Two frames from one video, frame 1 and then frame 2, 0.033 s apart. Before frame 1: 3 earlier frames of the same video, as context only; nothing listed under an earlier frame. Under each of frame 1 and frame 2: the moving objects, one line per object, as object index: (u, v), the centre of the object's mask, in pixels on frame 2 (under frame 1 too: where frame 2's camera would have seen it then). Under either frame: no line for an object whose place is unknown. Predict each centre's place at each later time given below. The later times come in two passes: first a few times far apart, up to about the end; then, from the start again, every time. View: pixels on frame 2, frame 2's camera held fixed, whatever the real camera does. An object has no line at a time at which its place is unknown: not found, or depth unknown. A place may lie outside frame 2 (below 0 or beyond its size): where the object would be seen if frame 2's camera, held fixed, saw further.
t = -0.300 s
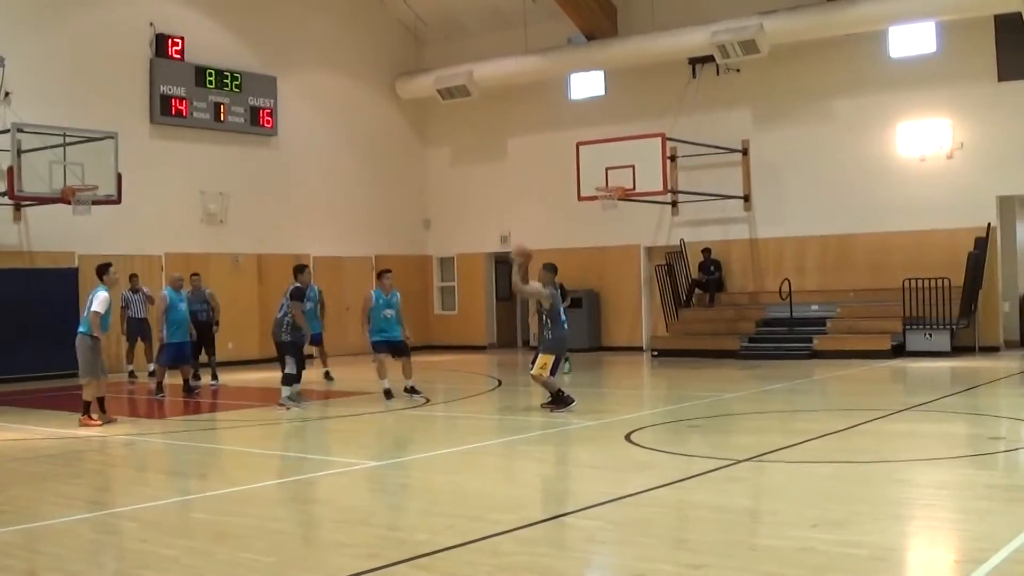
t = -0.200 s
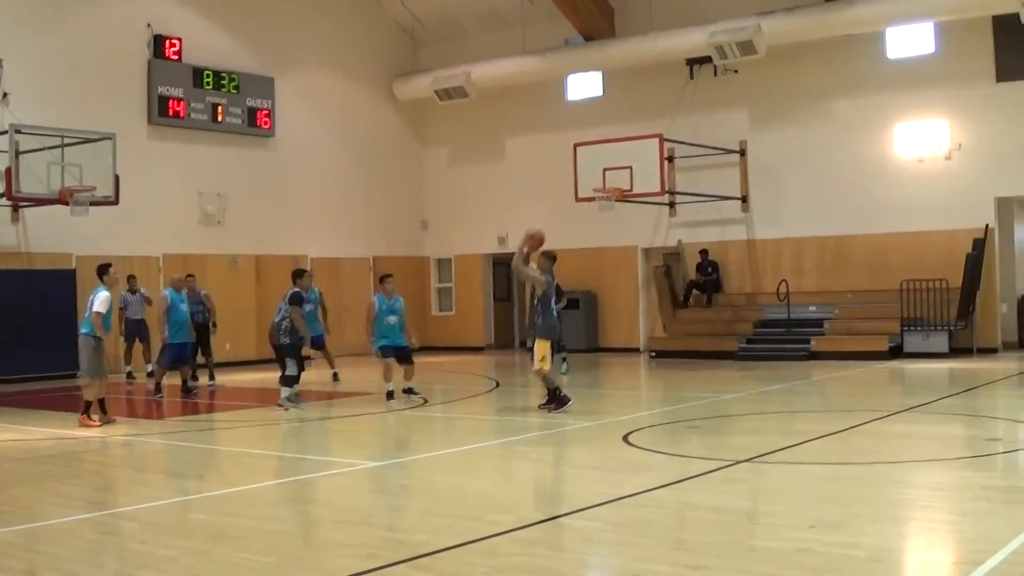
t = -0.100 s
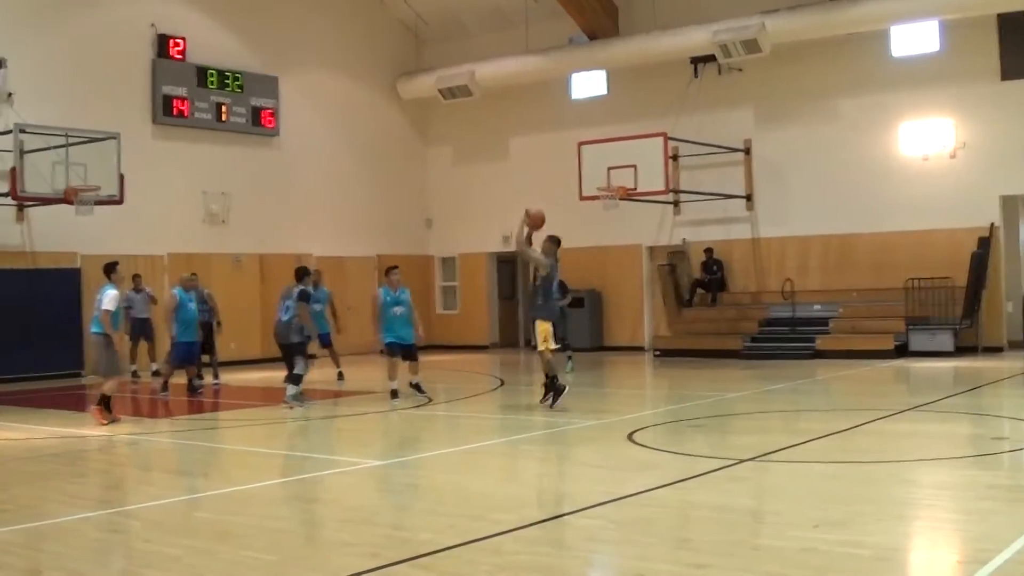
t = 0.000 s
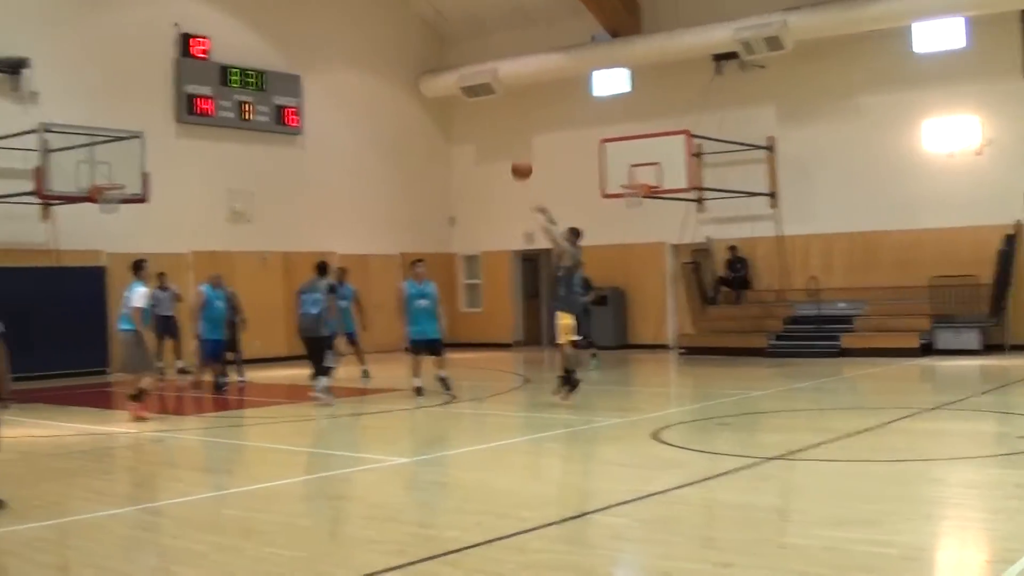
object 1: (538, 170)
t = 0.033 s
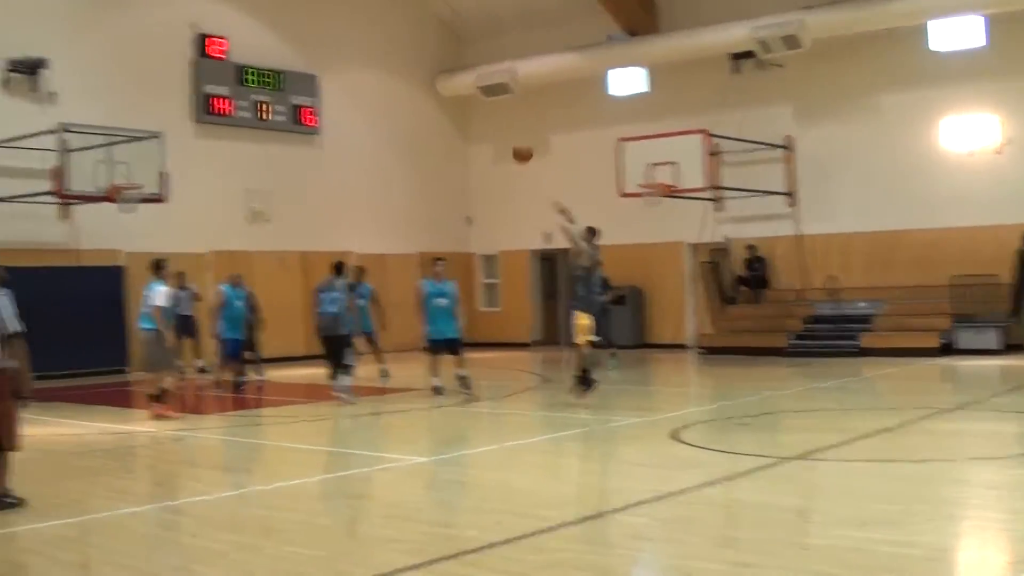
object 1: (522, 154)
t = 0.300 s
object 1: (409, 67)
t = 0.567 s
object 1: (311, 45)
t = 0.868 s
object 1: (217, 81)
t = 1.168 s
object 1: (137, 173)
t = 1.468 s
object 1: (117, 127)
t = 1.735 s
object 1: (123, 123)
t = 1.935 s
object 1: (127, 153)
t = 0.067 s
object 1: (507, 140)
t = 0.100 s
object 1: (493, 127)
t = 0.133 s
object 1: (480, 114)
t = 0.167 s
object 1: (464, 103)
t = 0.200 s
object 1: (450, 92)
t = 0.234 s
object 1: (435, 83)
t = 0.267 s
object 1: (422, 75)
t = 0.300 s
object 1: (409, 67)
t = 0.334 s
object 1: (395, 61)
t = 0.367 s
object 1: (383, 56)
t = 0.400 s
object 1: (371, 52)
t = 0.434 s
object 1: (358, 49)
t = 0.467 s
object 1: (346, 46)
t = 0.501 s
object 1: (335, 45)
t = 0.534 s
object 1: (323, 45)
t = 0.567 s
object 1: (311, 45)
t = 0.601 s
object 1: (300, 46)
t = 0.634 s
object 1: (289, 48)
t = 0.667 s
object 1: (278, 51)
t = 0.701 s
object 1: (267, 54)
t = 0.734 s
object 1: (257, 58)
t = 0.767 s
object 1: (246, 62)
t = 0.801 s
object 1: (237, 69)
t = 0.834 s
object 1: (227, 74)
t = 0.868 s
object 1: (217, 81)
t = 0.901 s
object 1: (208, 89)
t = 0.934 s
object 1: (198, 98)
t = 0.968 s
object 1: (188, 108)
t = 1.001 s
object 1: (181, 117)
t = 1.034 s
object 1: (172, 127)
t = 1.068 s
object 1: (163, 138)
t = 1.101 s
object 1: (154, 149)
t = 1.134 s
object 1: (146, 161)
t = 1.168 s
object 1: (137, 173)
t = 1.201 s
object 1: (131, 175)
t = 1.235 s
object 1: (125, 168)
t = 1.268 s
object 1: (119, 161)
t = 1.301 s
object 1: (115, 155)
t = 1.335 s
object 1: (115, 148)
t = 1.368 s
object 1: (116, 143)
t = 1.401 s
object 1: (116, 136)
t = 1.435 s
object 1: (117, 131)
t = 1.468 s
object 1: (117, 127)
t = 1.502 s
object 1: (118, 124)
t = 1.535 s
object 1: (119, 122)
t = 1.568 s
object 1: (120, 121)
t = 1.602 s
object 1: (120, 119)
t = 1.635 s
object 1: (121, 119)
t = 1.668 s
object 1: (122, 120)
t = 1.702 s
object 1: (122, 121)
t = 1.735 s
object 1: (123, 123)
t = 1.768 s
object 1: (123, 126)
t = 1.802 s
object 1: (124, 130)
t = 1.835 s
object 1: (125, 135)
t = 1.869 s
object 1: (126, 140)
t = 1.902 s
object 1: (127, 145)
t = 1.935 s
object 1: (127, 153)
